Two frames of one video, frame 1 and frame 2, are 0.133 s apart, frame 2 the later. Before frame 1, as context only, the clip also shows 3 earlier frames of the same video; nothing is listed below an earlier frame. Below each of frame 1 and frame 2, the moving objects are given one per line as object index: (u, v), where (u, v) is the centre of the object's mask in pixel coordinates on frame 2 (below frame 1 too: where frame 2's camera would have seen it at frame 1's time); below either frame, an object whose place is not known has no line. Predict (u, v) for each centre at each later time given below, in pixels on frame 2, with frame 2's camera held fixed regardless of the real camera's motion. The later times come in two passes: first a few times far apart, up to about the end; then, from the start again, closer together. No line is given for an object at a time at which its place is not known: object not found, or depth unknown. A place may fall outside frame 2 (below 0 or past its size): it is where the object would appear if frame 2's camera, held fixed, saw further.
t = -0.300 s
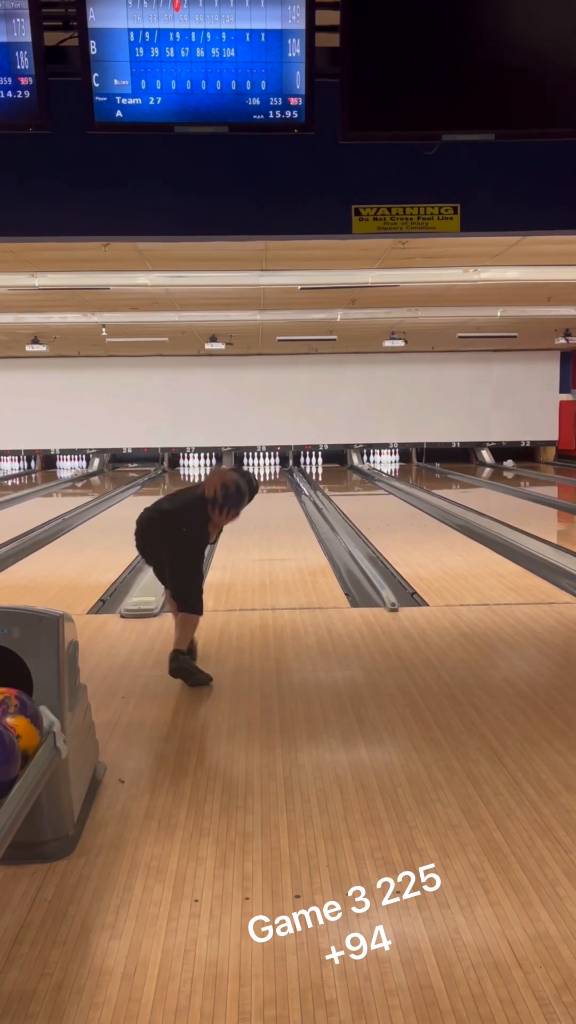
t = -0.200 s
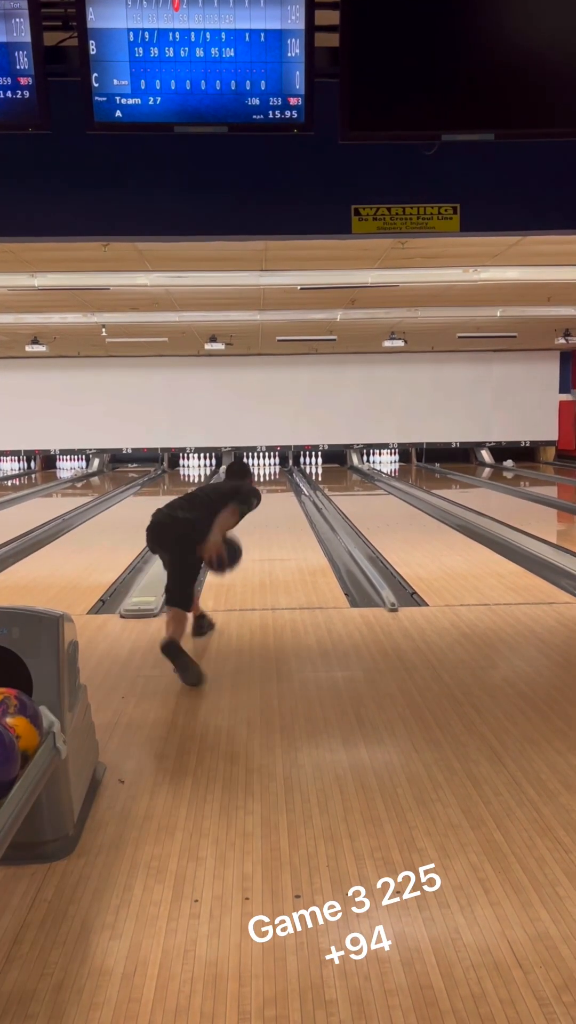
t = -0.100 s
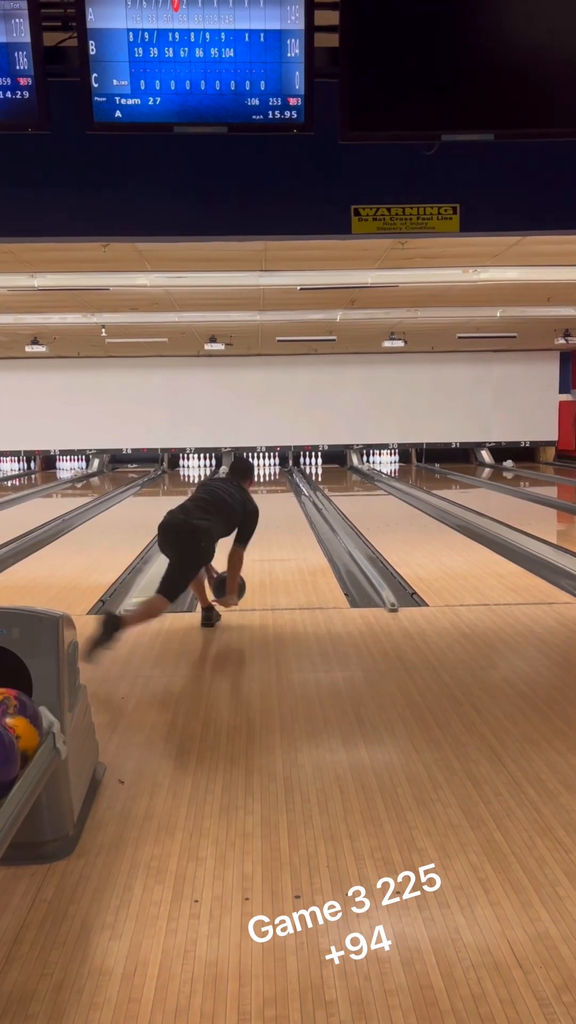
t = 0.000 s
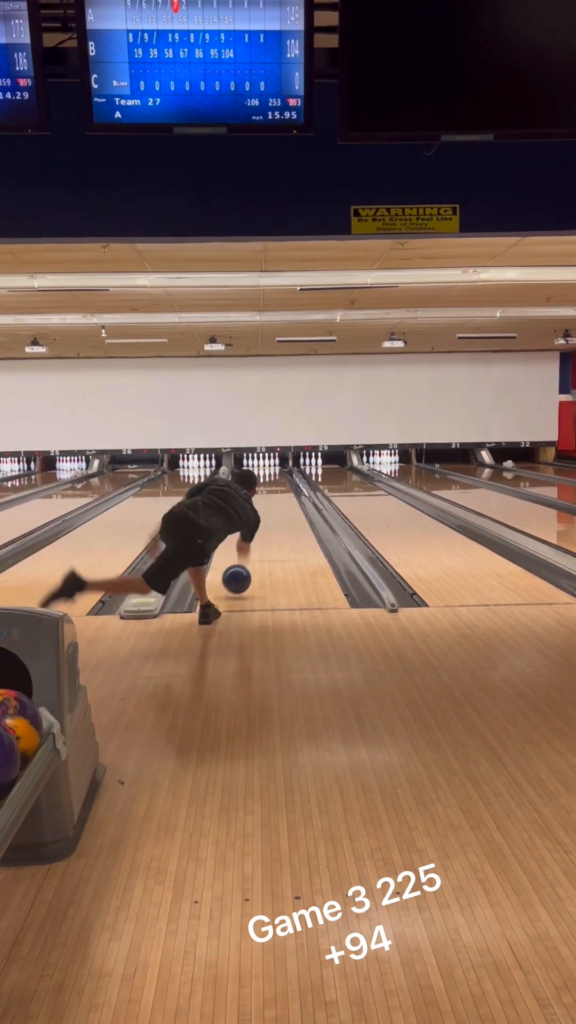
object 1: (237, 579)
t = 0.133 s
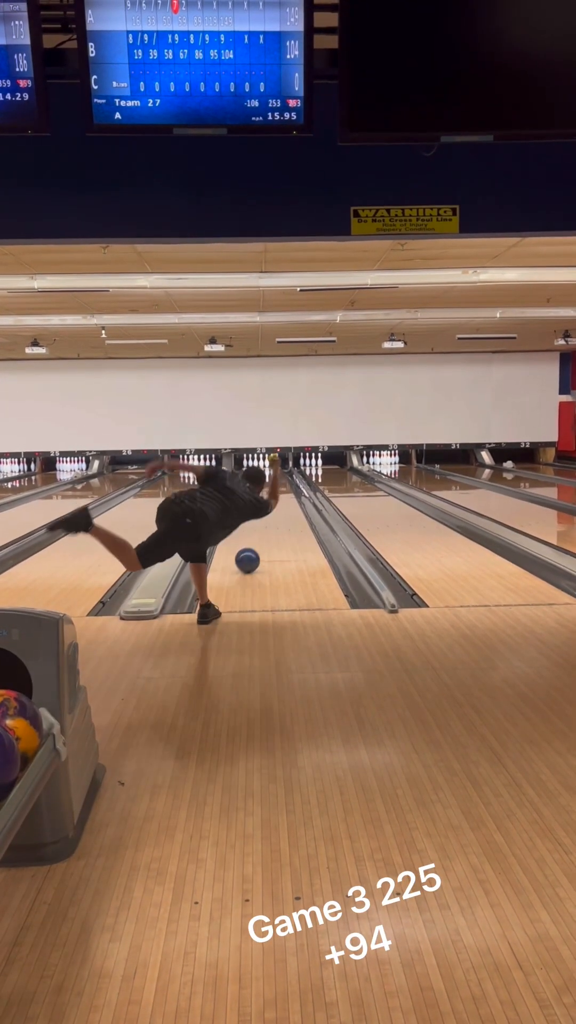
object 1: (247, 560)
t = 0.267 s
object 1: (255, 543)
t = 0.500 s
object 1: (265, 521)
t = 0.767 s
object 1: (274, 505)
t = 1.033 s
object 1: (276, 492)
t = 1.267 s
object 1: (279, 484)
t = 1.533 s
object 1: (279, 477)
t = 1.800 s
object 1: (277, 471)
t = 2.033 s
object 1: (272, 467)
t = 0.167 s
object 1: (250, 555)
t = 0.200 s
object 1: (251, 551)
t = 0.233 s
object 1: (253, 546)
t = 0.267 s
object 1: (255, 543)
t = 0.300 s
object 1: (257, 539)
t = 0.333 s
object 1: (258, 536)
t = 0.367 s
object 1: (260, 532)
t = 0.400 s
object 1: (261, 529)
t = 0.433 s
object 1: (262, 526)
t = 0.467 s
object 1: (264, 523)
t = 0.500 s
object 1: (265, 521)
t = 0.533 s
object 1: (266, 518)
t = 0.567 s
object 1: (266, 517)
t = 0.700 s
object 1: (273, 509)
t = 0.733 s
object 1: (274, 507)
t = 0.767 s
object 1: (274, 505)
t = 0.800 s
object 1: (274, 503)
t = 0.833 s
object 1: (275, 501)
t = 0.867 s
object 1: (275, 499)
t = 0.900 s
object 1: (275, 497)
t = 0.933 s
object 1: (275, 496)
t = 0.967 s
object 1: (275, 494)
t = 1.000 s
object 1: (276, 493)
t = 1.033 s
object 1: (276, 492)
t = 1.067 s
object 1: (276, 491)
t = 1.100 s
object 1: (277, 489)
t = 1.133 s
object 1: (277, 488)
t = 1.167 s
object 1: (277, 487)
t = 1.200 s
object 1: (278, 486)
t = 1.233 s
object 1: (278, 485)
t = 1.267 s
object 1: (279, 484)
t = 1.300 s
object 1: (278, 483)
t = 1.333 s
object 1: (279, 482)
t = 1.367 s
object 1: (279, 481)
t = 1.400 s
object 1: (279, 480)
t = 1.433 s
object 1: (279, 479)
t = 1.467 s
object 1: (279, 478)
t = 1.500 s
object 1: (279, 477)
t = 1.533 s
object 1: (279, 477)
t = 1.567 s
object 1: (279, 476)
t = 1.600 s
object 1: (279, 476)
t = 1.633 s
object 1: (279, 475)
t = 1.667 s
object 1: (279, 474)
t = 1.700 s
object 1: (278, 473)
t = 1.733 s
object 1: (278, 473)
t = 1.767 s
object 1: (278, 472)
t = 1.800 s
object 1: (277, 471)
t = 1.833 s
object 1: (277, 471)
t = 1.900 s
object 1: (276, 473)
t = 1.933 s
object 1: (276, 470)
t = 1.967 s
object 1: (274, 468)
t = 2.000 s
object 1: (273, 468)
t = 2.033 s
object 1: (272, 467)
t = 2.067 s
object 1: (271, 467)
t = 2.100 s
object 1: (271, 466)
